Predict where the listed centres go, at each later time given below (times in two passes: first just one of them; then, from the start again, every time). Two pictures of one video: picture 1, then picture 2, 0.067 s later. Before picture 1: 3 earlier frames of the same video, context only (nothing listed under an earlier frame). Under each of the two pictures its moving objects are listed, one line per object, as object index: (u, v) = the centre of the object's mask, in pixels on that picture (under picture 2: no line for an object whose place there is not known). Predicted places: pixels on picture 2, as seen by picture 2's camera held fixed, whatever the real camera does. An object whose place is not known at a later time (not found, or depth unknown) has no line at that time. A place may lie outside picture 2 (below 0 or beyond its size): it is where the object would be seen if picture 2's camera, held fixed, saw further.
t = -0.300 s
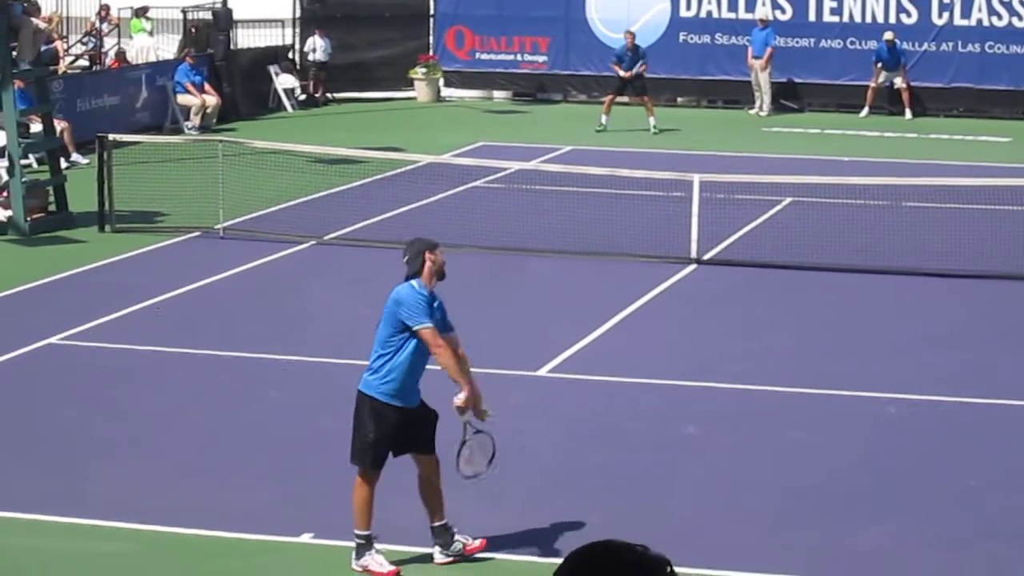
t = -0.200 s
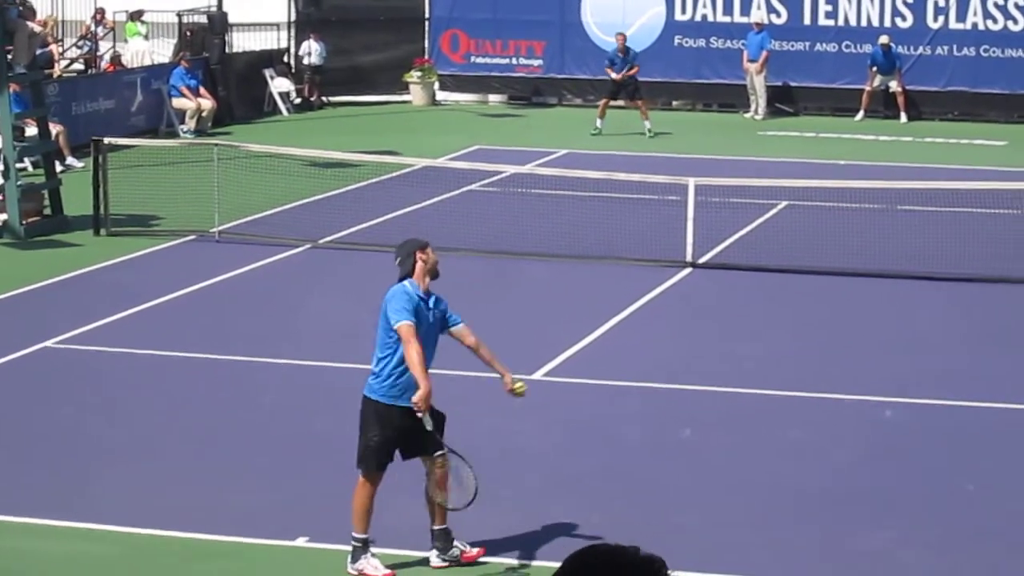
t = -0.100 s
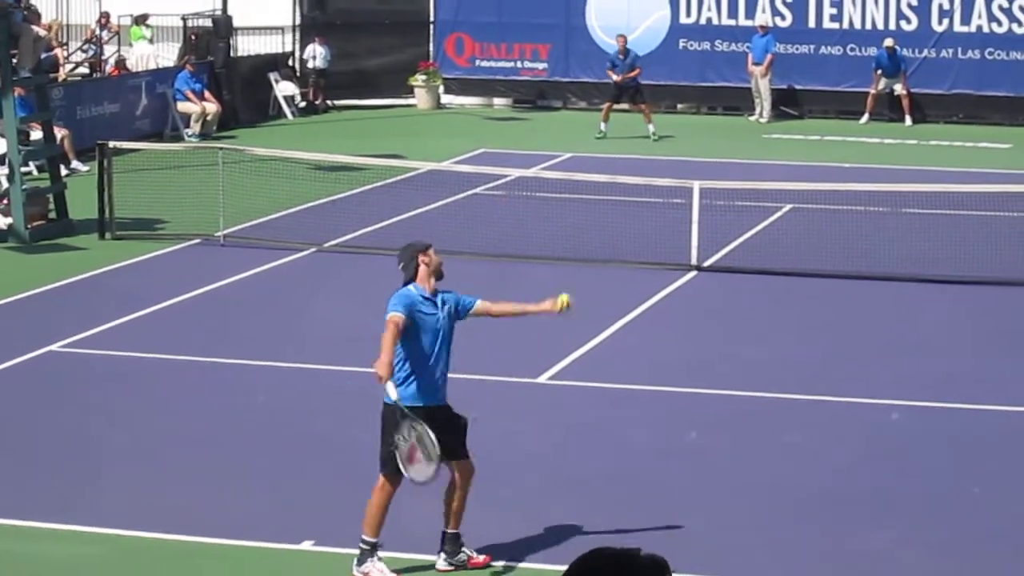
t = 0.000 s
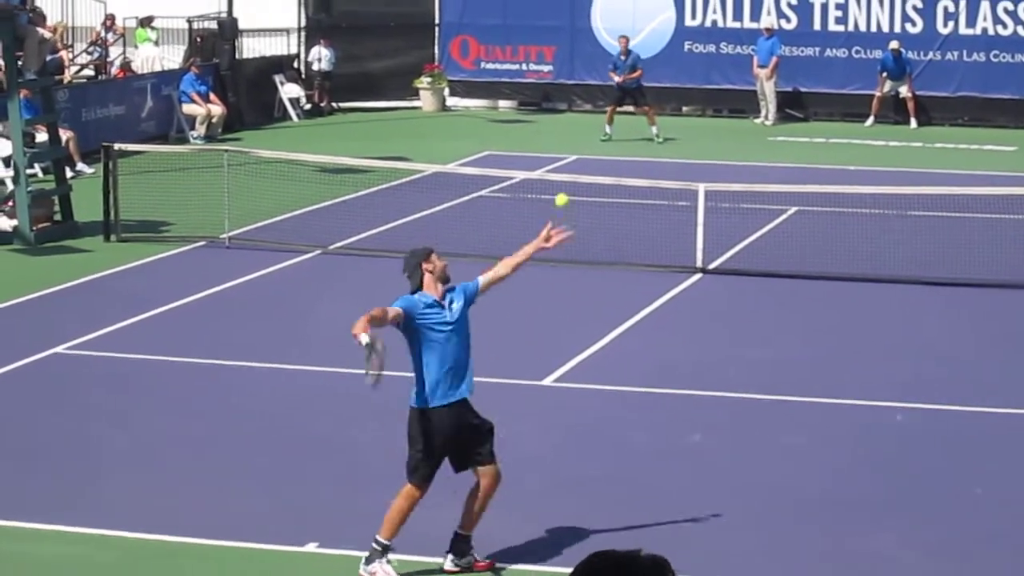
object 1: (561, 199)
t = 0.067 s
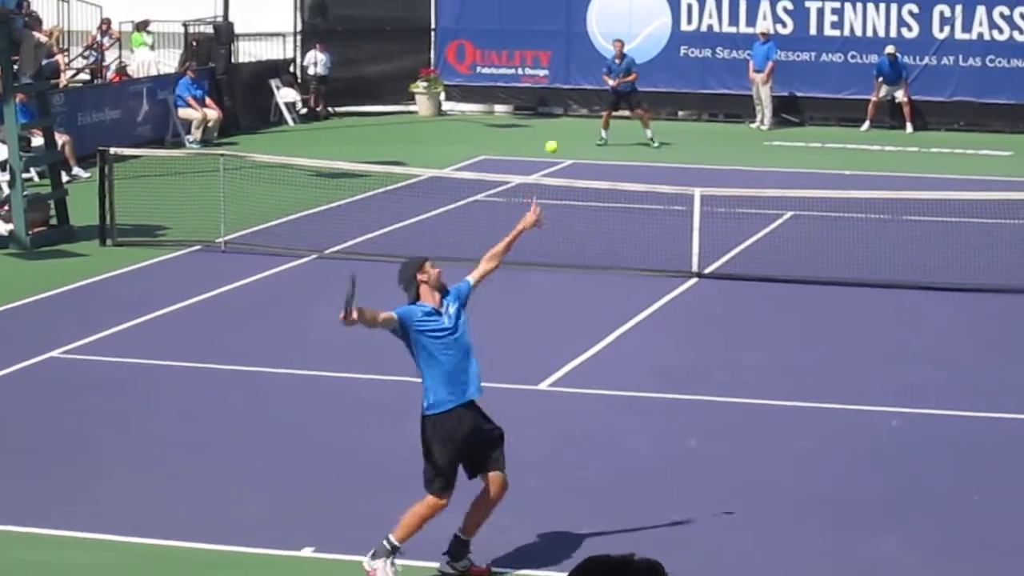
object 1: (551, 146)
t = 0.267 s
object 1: (532, 22)
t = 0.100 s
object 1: (548, 120)
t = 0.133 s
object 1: (545, 97)
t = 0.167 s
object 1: (541, 74)
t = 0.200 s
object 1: (539, 55)
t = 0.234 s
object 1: (536, 38)
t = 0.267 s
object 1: (532, 22)
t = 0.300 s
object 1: (529, 9)
